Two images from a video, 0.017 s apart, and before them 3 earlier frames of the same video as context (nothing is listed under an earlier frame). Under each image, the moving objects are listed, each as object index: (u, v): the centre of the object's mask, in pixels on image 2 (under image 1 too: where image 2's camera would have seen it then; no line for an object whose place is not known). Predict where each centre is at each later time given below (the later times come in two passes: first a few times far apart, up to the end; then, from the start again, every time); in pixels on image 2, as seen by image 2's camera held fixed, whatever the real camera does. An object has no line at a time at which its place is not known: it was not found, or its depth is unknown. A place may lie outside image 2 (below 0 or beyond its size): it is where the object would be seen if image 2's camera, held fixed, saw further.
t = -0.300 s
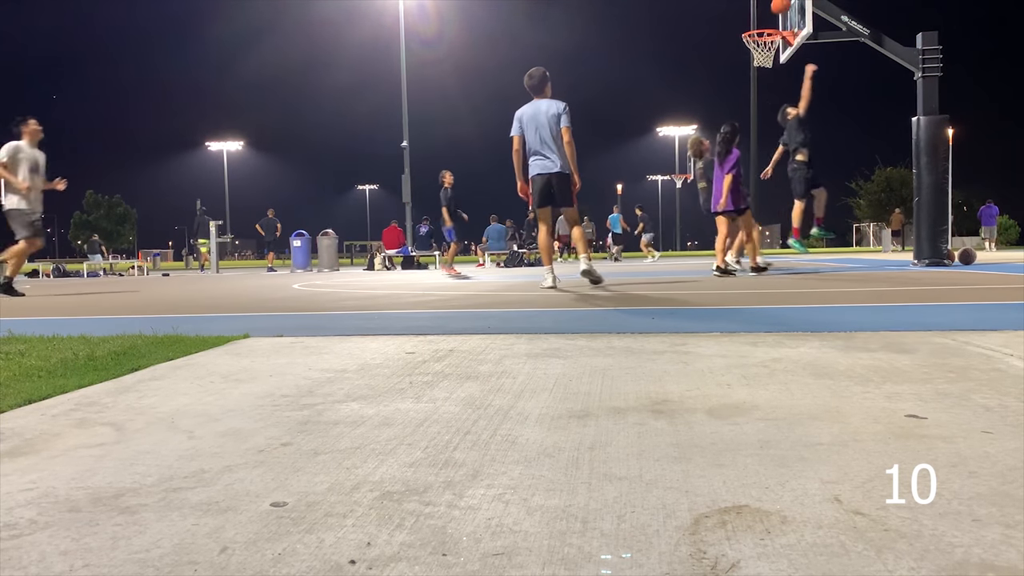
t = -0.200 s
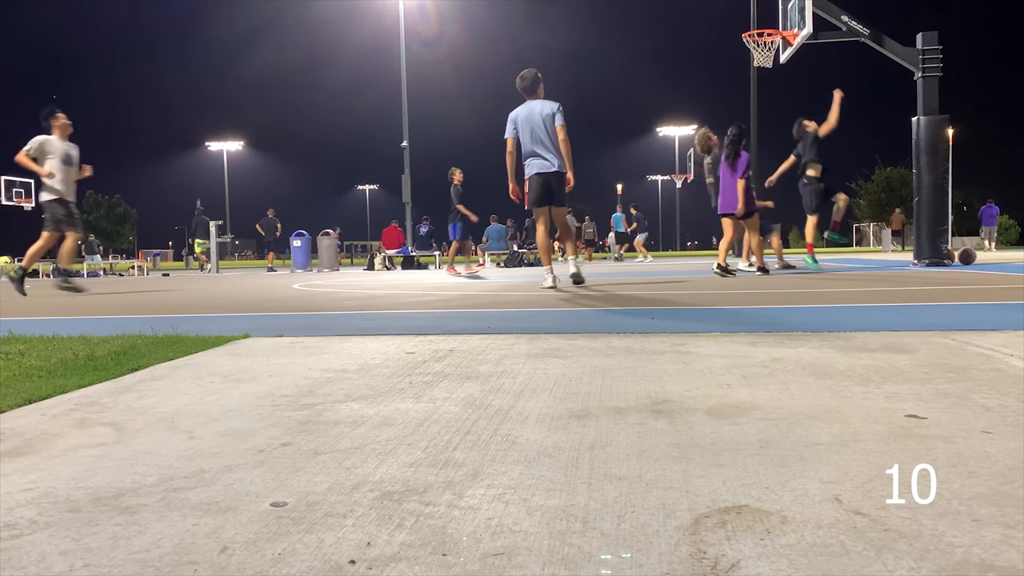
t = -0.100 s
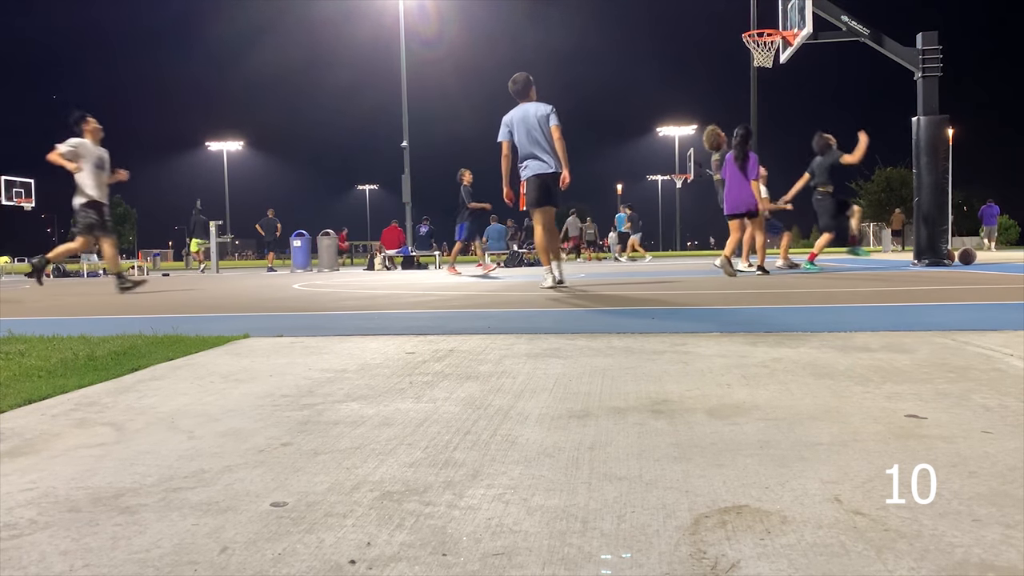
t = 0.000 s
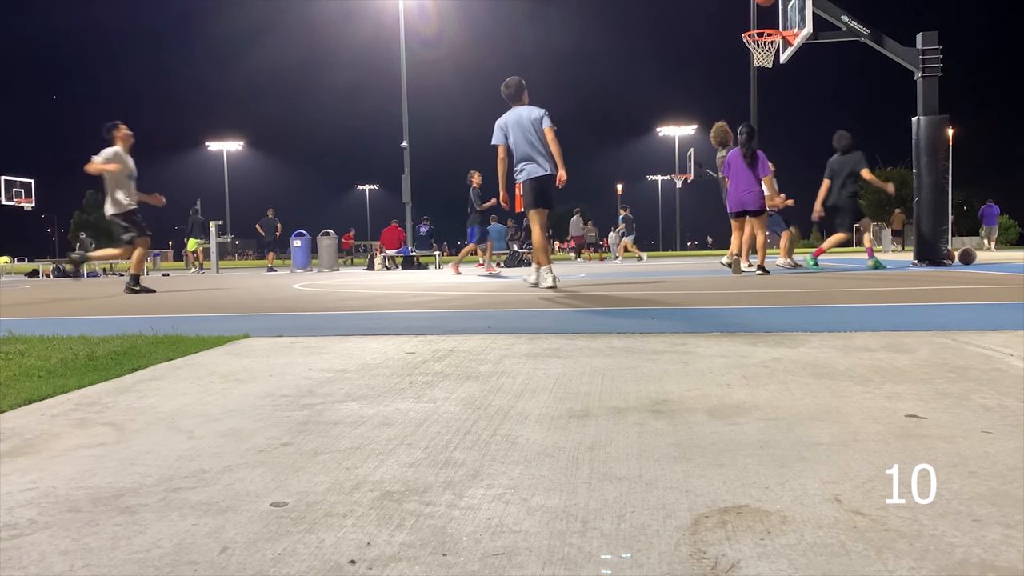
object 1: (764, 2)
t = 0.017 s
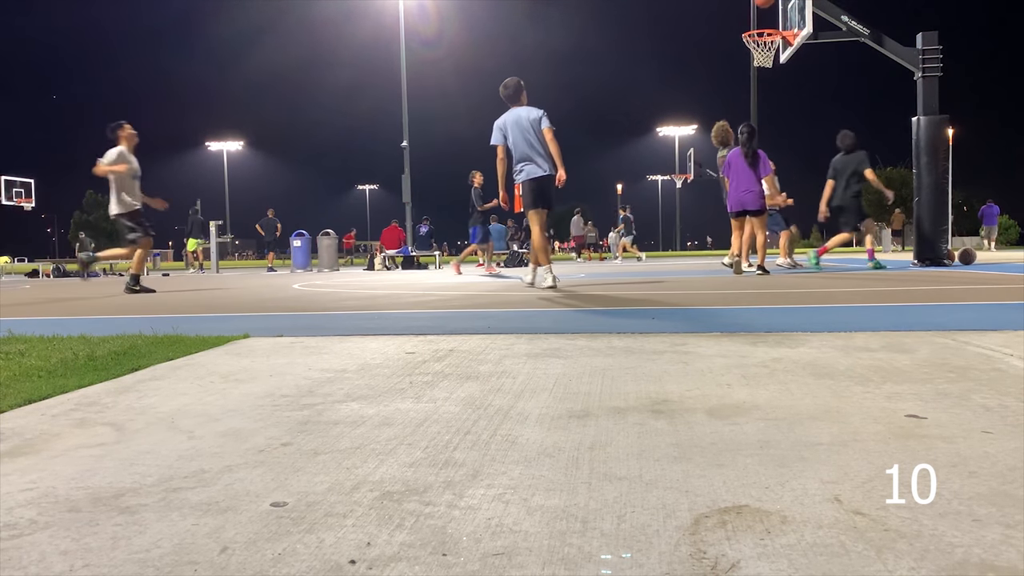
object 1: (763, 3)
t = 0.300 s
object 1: (765, 22)
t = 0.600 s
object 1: (773, 8)
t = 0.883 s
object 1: (767, 19)
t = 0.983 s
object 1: (759, 21)
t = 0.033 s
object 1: (762, 4)
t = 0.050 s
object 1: (761, 5)
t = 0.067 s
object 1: (760, 6)
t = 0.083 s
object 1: (759, 8)
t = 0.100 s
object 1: (757, 10)
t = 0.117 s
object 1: (756, 13)
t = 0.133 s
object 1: (754, 16)
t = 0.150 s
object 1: (752, 19)
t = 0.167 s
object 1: (751, 23)
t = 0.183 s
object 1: (750, 25)
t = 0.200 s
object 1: (750, 26)
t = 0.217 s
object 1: (752, 25)
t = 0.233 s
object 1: (755, 25)
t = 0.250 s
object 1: (757, 23)
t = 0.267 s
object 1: (760, 23)
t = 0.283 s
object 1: (762, 22)
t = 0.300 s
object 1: (765, 22)
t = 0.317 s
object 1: (767, 22)
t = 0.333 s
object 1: (769, 22)
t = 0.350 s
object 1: (770, 21)
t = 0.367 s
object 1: (770, 19)
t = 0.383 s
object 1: (770, 17)
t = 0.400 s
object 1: (770, 15)
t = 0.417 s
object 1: (771, 14)
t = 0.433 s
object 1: (771, 13)
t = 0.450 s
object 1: (771, 11)
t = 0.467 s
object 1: (771, 10)
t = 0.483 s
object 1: (771, 9)
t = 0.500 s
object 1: (772, 9)
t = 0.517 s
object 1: (772, 8)
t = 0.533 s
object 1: (772, 8)
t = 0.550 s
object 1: (772, 8)
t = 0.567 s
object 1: (773, 8)
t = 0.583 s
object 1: (773, 8)
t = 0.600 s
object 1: (773, 8)
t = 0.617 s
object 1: (773, 9)
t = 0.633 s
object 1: (774, 10)
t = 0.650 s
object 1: (774, 11)
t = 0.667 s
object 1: (774, 12)
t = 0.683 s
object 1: (774, 14)
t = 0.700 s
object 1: (774, 15)
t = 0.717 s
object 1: (774, 17)
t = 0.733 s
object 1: (775, 19)
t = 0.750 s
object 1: (775, 21)
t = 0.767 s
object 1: (775, 23)
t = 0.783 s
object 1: (775, 22)
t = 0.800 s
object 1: (774, 21)
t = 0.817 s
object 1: (773, 20)
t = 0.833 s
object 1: (770, 20)
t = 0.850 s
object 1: (770, 19)
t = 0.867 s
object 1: (769, 19)
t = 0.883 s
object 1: (767, 19)
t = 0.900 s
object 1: (765, 19)
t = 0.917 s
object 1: (764, 19)
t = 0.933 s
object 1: (763, 20)
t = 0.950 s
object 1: (761, 20)
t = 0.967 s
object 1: (760, 20)
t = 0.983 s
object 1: (759, 21)
